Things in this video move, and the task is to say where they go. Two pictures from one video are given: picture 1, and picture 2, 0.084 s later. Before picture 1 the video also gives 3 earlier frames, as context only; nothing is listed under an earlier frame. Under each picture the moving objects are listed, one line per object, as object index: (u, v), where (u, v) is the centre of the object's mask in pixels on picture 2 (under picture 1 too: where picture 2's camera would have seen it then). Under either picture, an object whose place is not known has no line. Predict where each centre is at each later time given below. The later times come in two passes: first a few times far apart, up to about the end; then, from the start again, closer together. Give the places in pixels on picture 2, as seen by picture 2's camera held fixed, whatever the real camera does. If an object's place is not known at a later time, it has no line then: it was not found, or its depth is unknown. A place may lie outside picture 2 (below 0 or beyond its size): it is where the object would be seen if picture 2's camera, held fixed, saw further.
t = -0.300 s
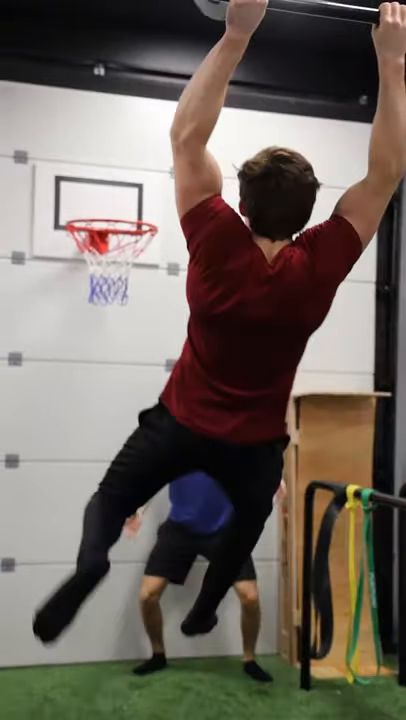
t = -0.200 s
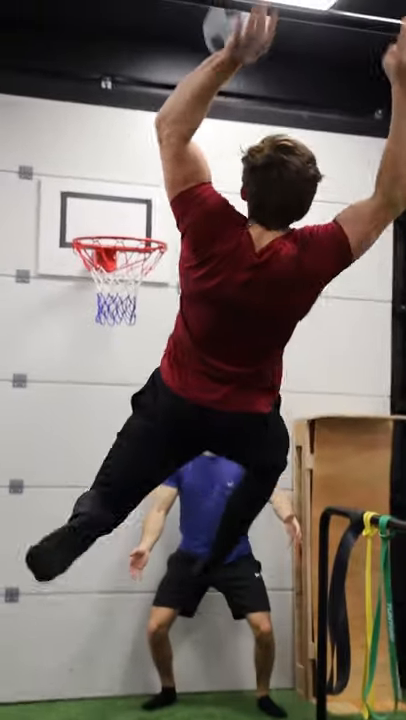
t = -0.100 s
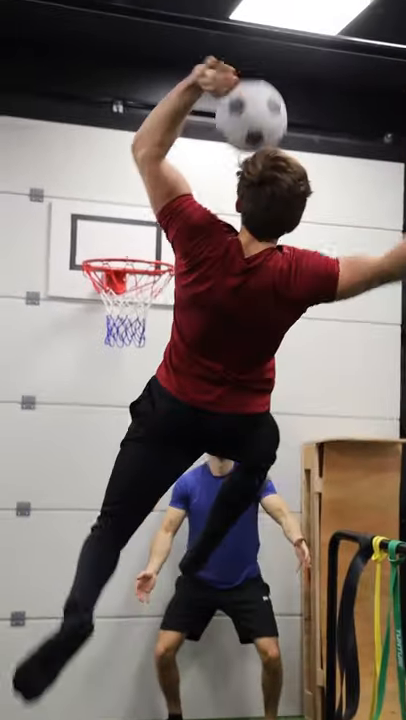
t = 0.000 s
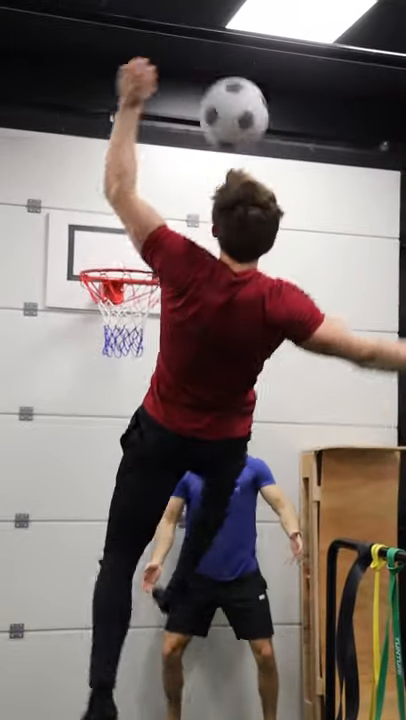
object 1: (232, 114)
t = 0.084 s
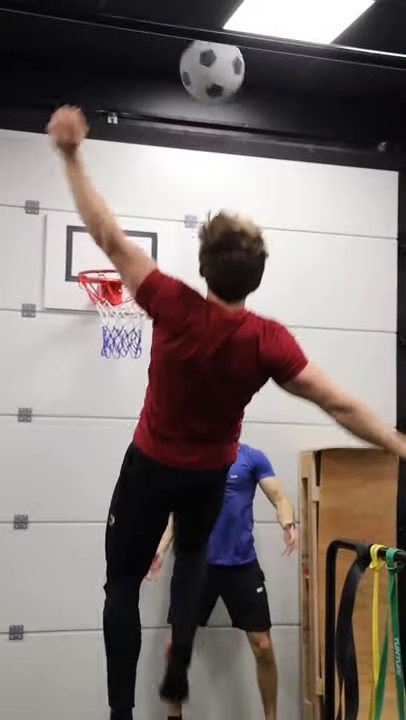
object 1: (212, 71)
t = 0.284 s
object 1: (173, 53)
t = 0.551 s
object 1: (135, 150)
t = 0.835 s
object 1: (120, 350)
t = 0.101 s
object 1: (208, 67)
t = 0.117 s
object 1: (204, 63)
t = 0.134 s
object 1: (200, 60)
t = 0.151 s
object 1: (197, 58)
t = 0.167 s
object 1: (194, 56)
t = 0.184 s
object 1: (191, 48)
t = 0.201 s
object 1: (188, 46)
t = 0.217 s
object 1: (185, 46)
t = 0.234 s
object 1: (182, 45)
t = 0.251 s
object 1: (179, 52)
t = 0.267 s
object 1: (176, 52)
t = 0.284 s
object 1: (173, 53)
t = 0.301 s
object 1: (170, 54)
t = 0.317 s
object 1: (168, 55)
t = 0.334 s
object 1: (165, 58)
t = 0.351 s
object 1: (162, 62)
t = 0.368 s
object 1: (160, 67)
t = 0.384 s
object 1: (157, 73)
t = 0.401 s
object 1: (155, 77)
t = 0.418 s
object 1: (152, 84)
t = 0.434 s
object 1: (150, 92)
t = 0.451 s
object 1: (148, 99)
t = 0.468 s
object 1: (146, 106)
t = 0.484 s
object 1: (143, 115)
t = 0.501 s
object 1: (142, 122)
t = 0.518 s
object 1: (139, 131)
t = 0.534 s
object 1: (137, 141)
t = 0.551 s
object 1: (135, 150)
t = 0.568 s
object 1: (132, 161)
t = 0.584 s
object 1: (128, 174)
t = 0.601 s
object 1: (126, 185)
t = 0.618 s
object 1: (124, 196)
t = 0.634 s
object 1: (123, 206)
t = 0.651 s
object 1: (120, 220)
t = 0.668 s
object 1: (119, 231)
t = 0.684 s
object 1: (117, 242)
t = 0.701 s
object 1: (115, 252)
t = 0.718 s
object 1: (113, 267)
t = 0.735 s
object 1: (112, 284)
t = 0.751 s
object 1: (111, 288)
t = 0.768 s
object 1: (113, 301)
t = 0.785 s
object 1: (114, 310)
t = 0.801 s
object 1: (115, 323)
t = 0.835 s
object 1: (120, 350)
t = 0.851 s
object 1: (119, 357)
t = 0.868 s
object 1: (119, 362)
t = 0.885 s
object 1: (121, 377)
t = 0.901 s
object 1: (122, 391)
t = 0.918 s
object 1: (124, 405)
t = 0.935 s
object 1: (126, 415)
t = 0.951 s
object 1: (127, 430)
